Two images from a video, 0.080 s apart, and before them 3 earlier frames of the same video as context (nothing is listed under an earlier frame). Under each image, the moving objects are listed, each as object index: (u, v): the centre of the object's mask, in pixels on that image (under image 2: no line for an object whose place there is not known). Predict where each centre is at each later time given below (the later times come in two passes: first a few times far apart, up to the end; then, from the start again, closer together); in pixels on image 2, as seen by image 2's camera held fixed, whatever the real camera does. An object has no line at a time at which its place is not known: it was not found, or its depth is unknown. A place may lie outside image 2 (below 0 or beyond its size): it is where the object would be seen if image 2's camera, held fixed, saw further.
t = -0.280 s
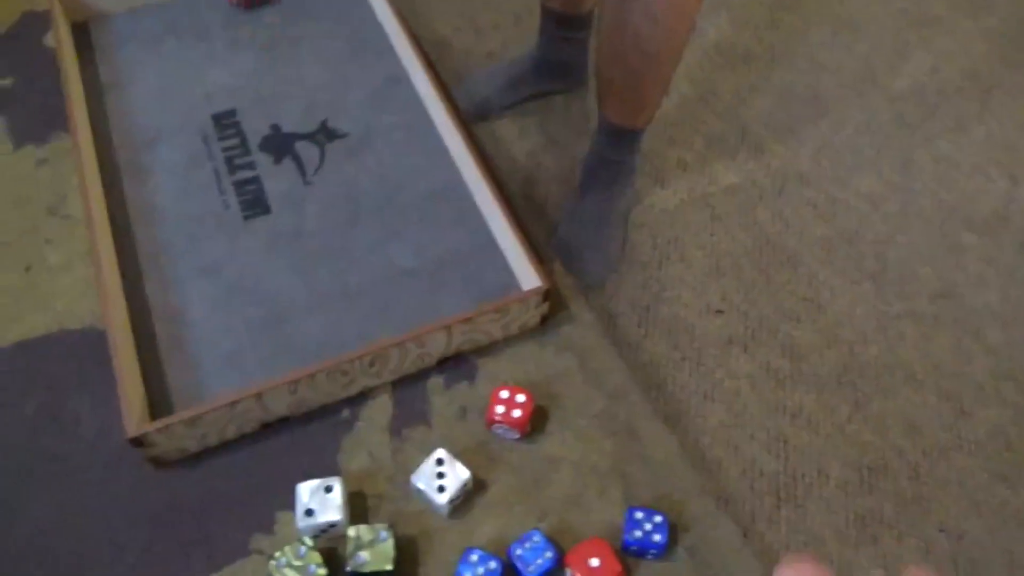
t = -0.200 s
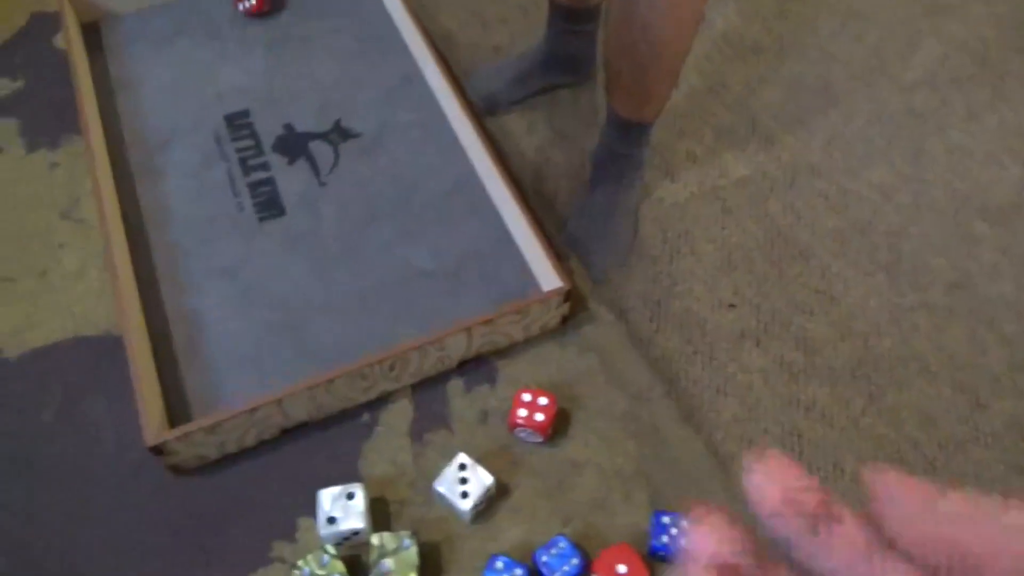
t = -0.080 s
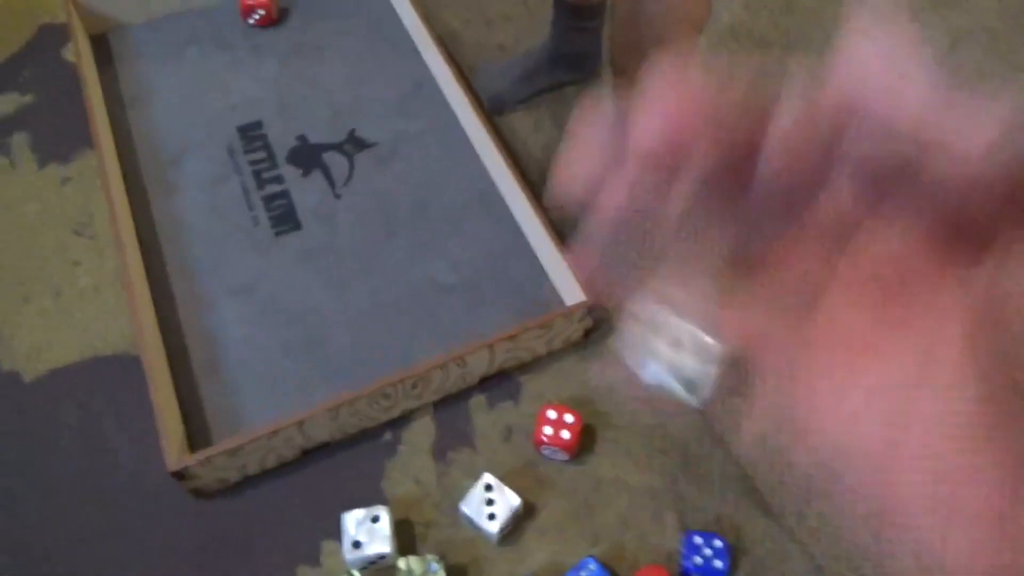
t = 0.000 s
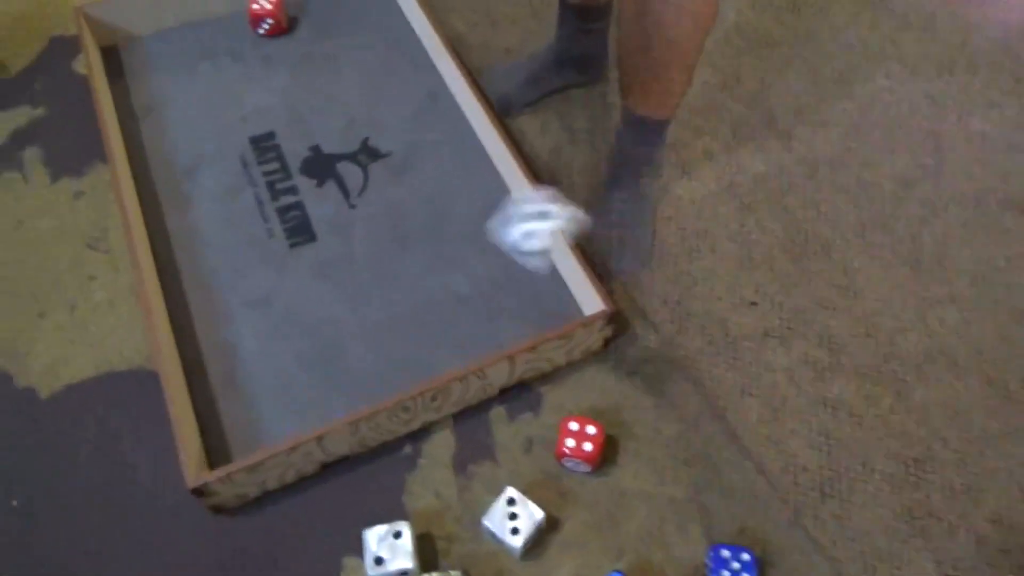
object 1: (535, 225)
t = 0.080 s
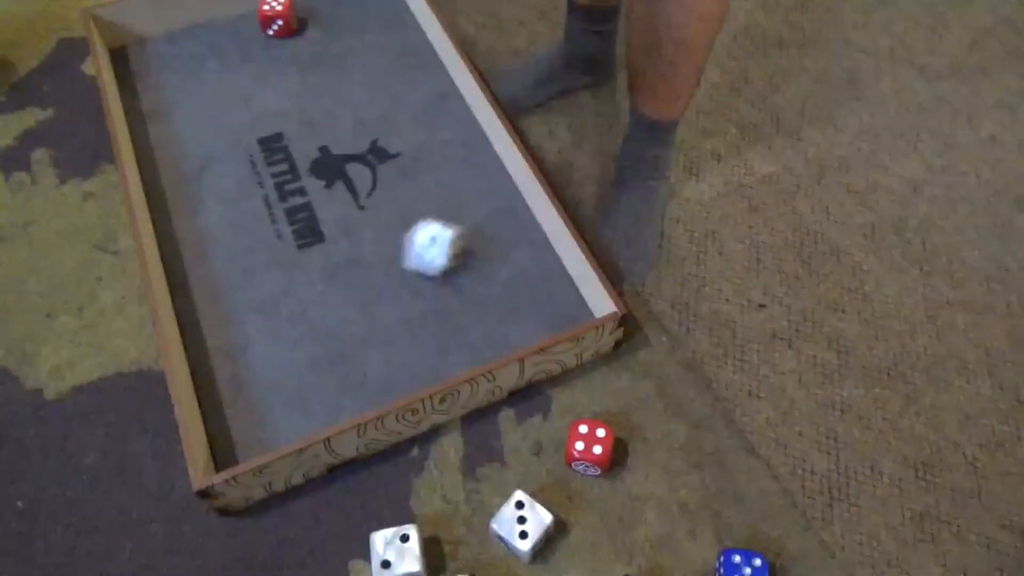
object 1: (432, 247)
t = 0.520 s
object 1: (223, 301)
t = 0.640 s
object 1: (197, 296)
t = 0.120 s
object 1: (409, 233)
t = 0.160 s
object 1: (386, 233)
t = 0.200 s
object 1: (363, 253)
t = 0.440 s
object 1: (249, 298)
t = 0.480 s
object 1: (230, 307)
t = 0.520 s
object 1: (223, 301)
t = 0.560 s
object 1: (215, 299)
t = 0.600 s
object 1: (204, 297)
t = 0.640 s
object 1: (197, 296)
